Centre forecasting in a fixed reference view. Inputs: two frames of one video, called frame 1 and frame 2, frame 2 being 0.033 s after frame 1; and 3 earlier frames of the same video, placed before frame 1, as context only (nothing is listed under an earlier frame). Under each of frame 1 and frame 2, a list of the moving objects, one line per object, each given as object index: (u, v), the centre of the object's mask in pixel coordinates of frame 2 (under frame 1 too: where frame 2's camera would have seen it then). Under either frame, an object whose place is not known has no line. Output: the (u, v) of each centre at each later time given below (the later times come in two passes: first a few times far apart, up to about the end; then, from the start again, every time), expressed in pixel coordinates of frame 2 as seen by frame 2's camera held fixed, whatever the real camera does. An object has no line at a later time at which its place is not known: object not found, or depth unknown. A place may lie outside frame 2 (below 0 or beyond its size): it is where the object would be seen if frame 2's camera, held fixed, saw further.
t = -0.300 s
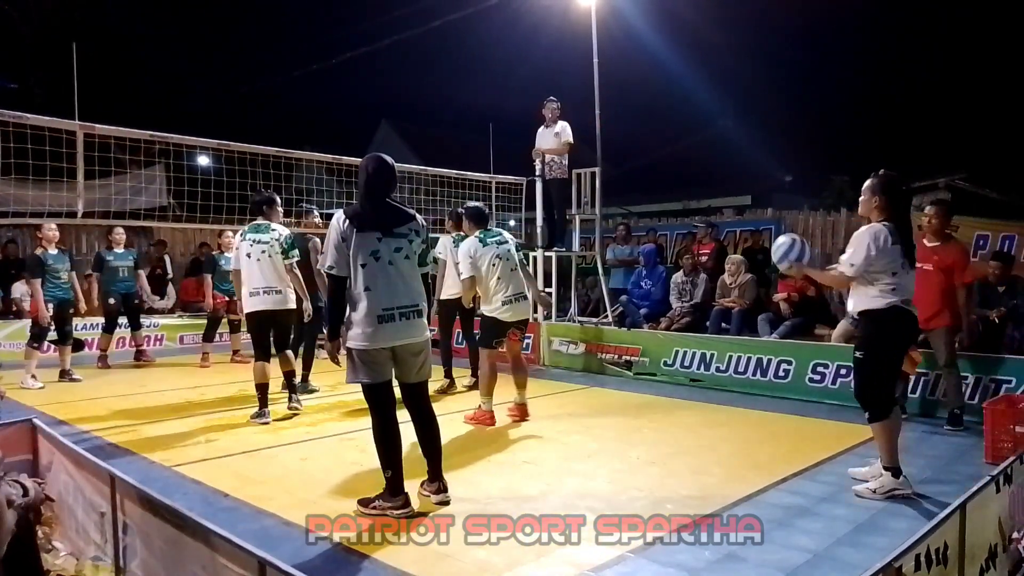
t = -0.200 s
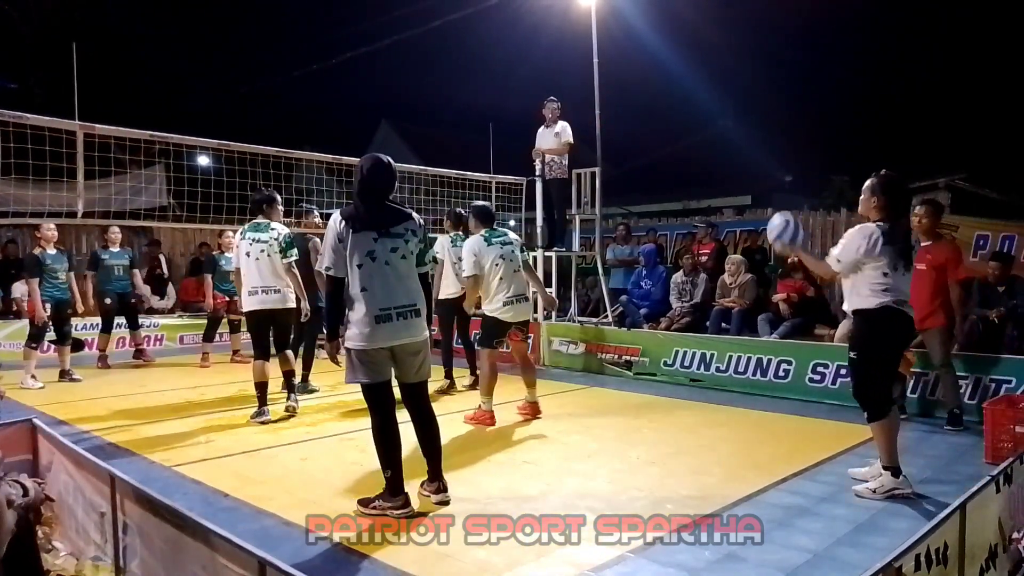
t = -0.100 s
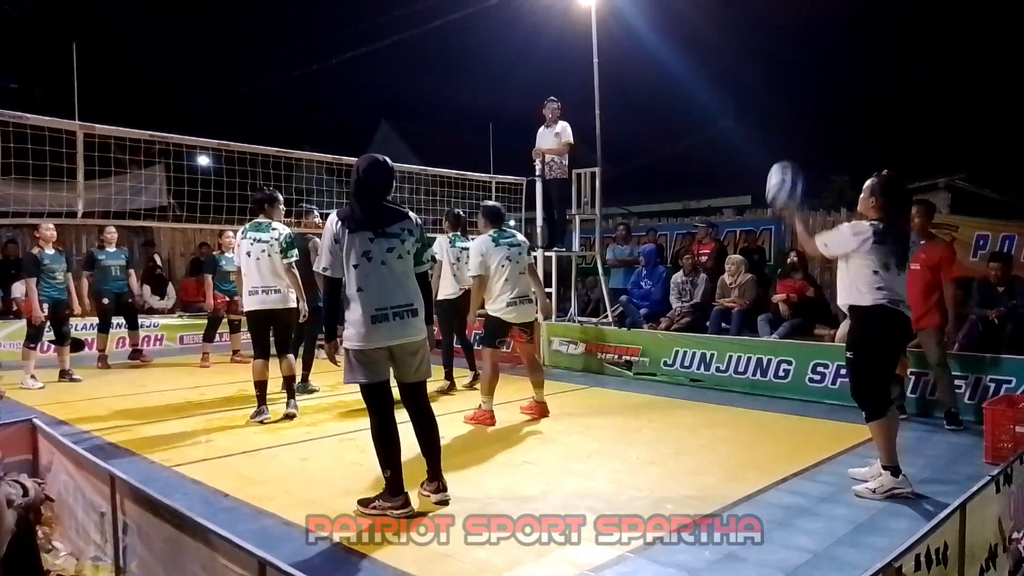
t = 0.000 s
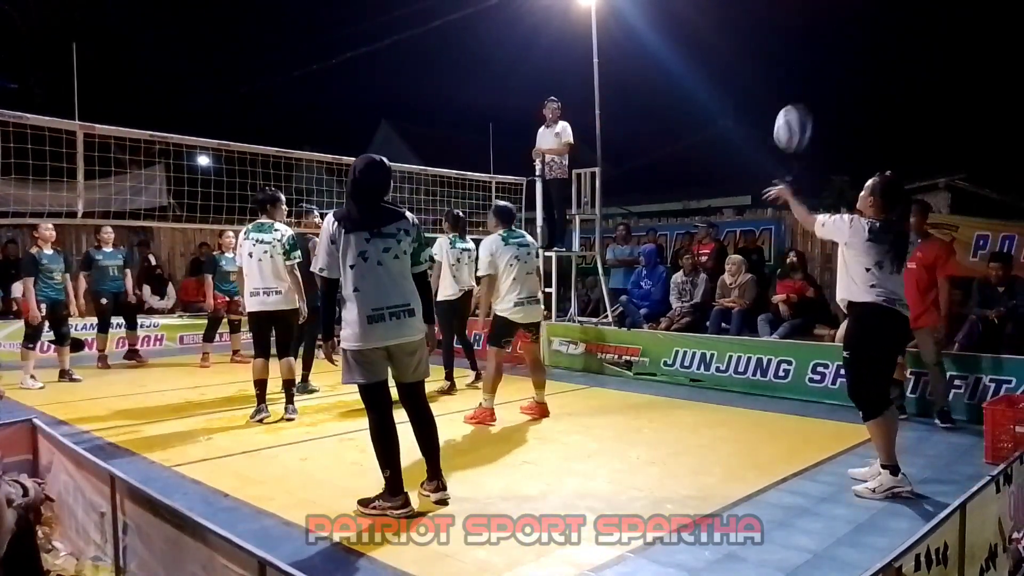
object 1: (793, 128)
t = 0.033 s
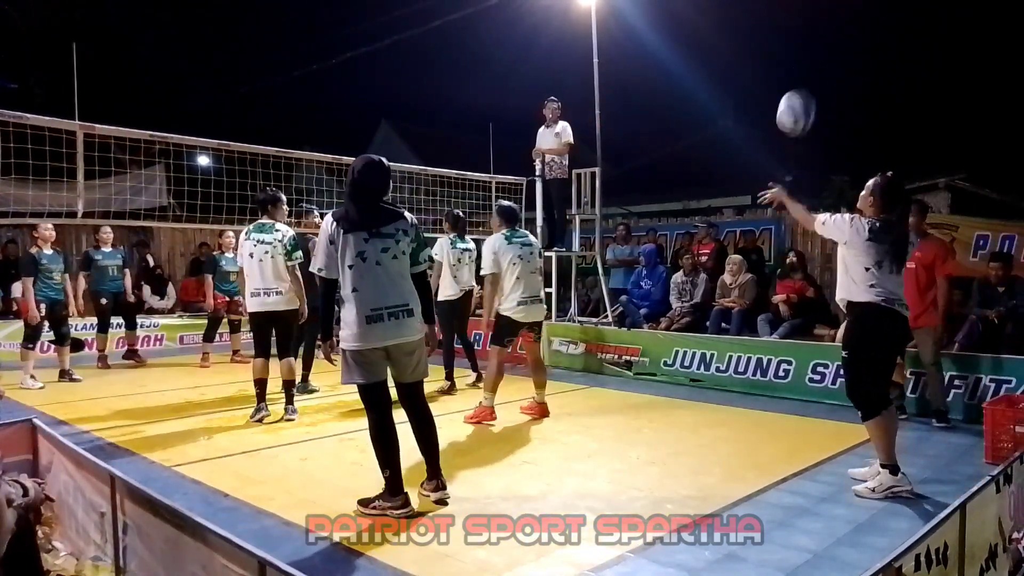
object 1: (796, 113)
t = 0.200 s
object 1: (812, 63)
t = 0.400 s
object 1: (830, 61)
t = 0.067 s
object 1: (799, 98)
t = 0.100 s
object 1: (802, 87)
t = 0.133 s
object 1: (805, 77)
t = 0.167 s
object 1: (808, 69)
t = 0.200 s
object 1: (812, 63)
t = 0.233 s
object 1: (815, 58)
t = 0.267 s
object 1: (818, 55)
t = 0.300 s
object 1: (821, 54)
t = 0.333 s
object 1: (824, 54)
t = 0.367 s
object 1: (827, 57)
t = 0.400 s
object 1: (830, 61)
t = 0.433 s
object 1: (833, 67)
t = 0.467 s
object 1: (836, 76)
